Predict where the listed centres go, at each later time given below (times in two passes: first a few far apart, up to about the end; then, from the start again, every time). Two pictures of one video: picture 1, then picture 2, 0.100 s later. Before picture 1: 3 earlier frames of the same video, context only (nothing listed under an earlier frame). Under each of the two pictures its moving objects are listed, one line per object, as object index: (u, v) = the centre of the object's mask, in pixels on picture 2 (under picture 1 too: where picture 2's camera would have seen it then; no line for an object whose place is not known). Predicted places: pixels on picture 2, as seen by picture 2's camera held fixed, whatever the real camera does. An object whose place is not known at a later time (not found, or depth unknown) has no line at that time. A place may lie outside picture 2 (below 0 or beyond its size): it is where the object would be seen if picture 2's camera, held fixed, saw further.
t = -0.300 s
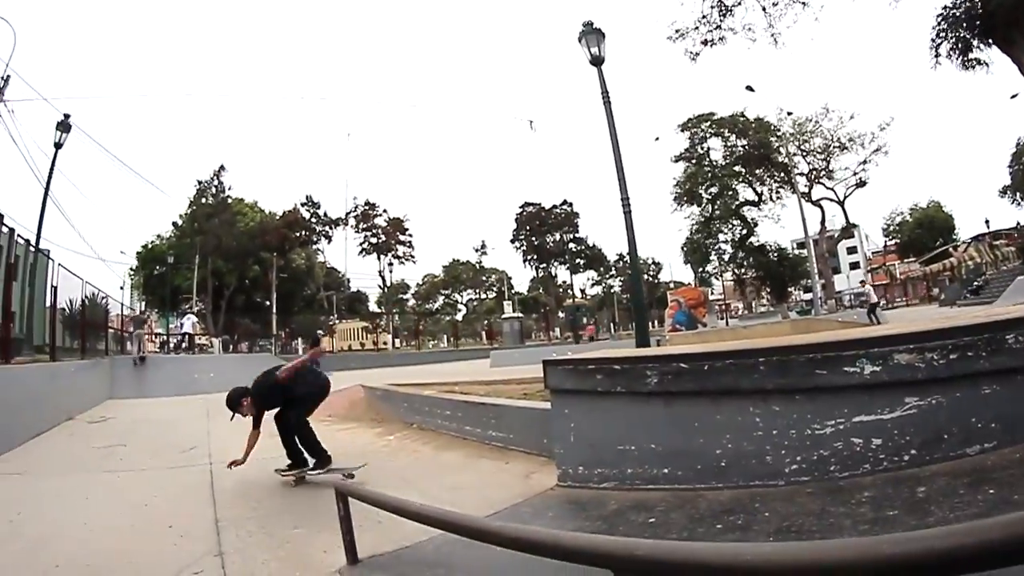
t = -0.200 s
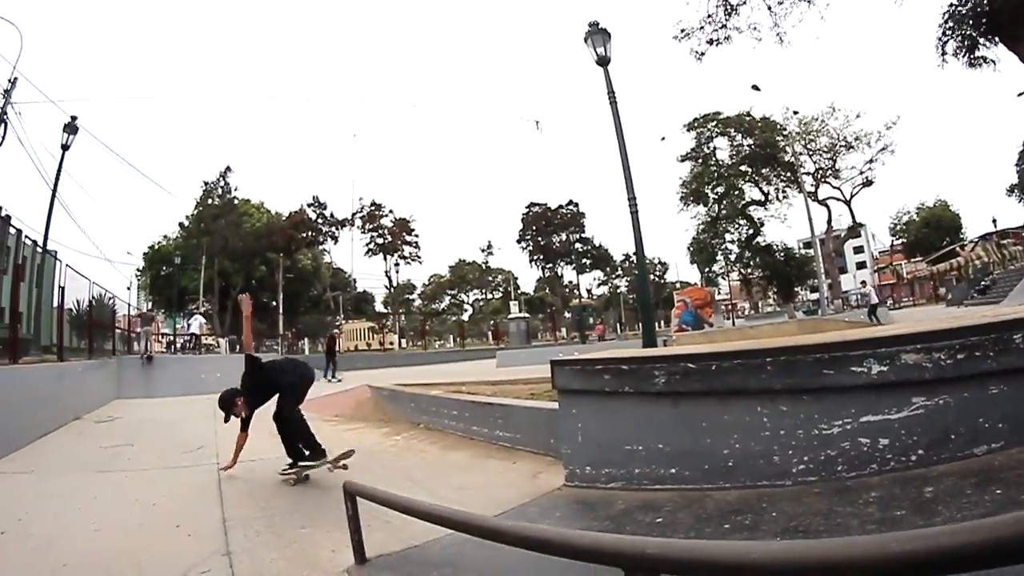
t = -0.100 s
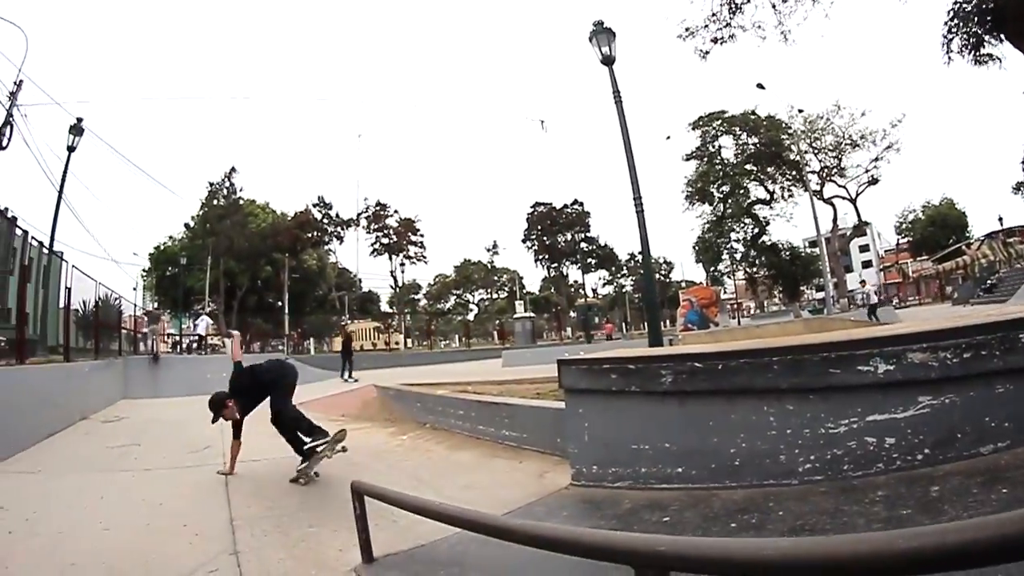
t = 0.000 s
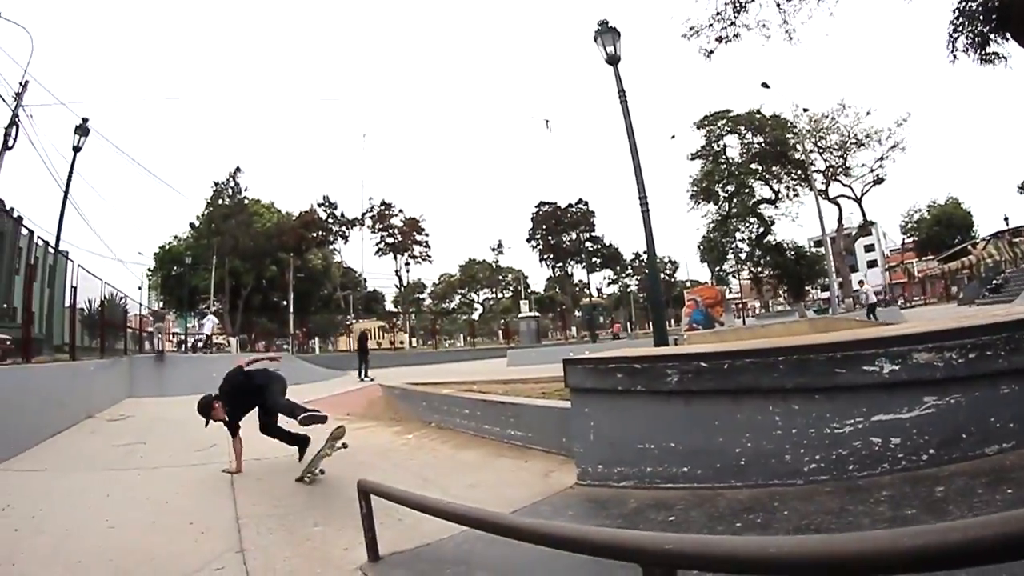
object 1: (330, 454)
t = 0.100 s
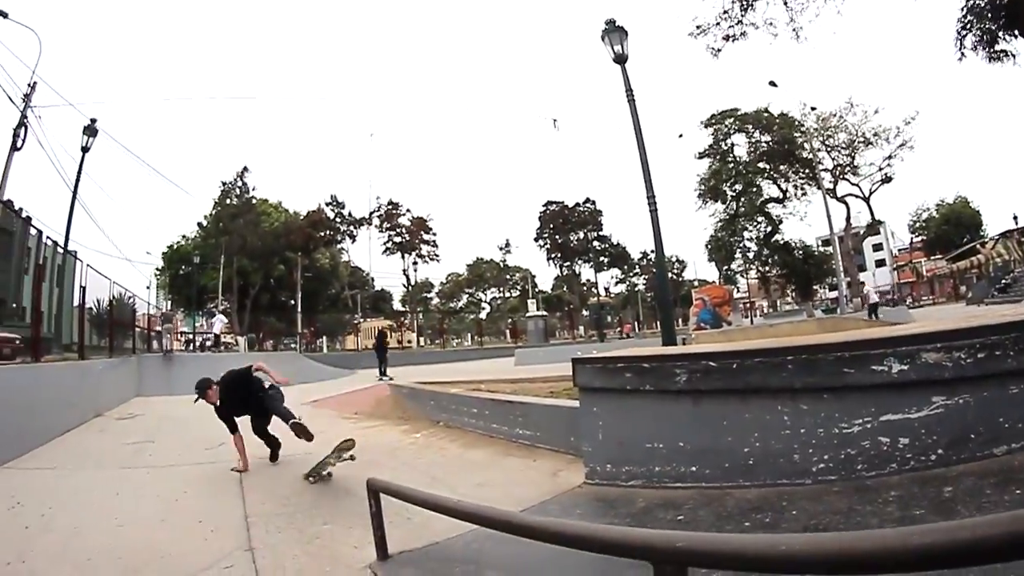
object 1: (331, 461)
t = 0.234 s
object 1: (331, 479)
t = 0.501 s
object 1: (330, 480)
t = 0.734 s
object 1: (332, 480)
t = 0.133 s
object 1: (331, 465)
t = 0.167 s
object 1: (330, 471)
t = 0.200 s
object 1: (330, 474)
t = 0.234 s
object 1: (331, 479)
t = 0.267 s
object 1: (330, 477)
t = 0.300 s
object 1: (330, 477)
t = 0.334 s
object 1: (330, 478)
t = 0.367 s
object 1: (331, 478)
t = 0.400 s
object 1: (330, 479)
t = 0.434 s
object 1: (330, 479)
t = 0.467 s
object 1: (330, 480)
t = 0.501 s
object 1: (330, 480)
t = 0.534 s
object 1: (330, 481)
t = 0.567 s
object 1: (331, 480)
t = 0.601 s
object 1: (331, 480)
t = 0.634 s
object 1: (332, 481)
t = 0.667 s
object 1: (332, 480)
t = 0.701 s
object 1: (332, 480)
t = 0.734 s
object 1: (332, 480)
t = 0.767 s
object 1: (333, 480)
